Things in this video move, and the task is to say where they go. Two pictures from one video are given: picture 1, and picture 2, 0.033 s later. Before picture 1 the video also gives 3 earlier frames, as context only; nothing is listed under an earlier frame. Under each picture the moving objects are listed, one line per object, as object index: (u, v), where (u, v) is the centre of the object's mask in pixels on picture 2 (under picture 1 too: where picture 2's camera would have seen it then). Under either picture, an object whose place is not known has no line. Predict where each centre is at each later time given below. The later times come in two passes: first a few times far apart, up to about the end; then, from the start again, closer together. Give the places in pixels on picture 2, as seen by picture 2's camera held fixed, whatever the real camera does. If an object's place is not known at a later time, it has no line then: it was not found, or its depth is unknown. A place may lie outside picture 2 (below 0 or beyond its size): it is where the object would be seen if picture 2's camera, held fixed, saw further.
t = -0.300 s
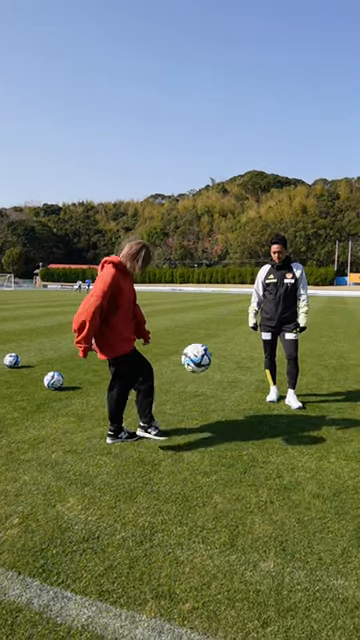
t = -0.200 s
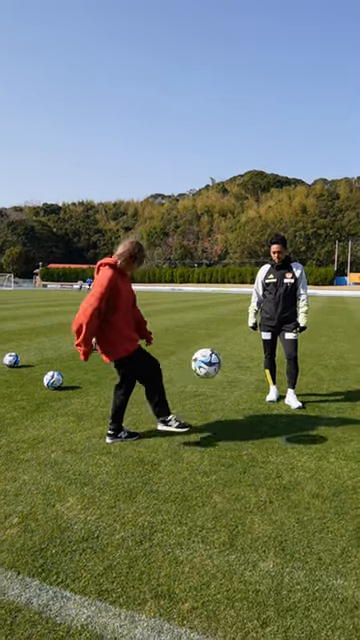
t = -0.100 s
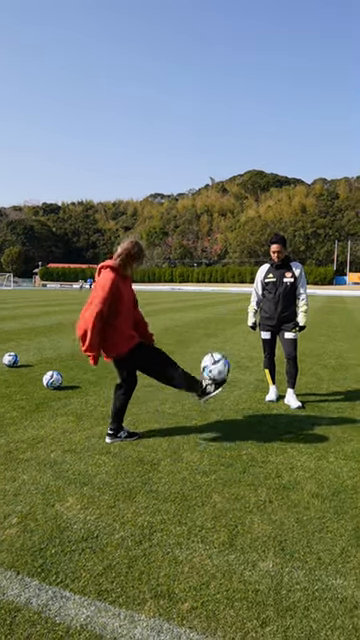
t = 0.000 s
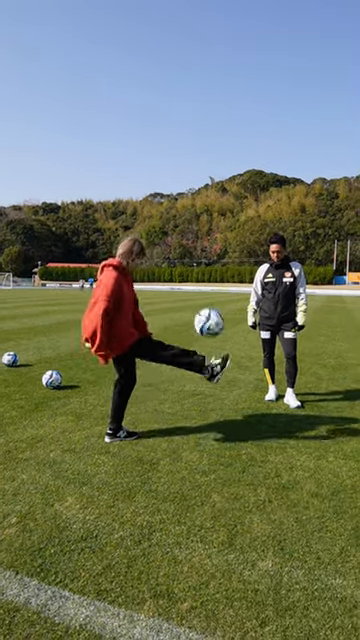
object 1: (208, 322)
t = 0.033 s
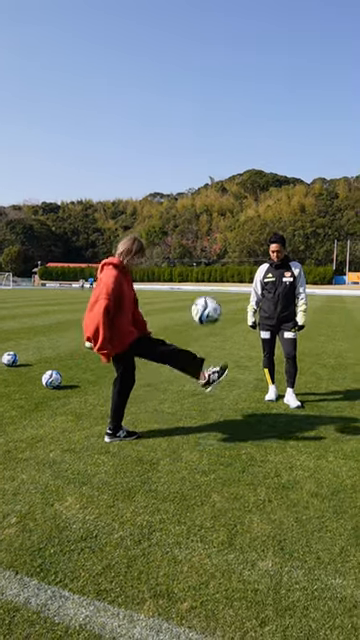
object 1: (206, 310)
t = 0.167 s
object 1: (195, 278)
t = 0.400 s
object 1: (177, 276)
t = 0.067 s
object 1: (203, 300)
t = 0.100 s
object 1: (200, 291)
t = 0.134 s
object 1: (198, 284)
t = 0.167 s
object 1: (195, 278)
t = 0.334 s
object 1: (182, 270)
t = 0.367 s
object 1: (180, 272)
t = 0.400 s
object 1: (177, 276)
